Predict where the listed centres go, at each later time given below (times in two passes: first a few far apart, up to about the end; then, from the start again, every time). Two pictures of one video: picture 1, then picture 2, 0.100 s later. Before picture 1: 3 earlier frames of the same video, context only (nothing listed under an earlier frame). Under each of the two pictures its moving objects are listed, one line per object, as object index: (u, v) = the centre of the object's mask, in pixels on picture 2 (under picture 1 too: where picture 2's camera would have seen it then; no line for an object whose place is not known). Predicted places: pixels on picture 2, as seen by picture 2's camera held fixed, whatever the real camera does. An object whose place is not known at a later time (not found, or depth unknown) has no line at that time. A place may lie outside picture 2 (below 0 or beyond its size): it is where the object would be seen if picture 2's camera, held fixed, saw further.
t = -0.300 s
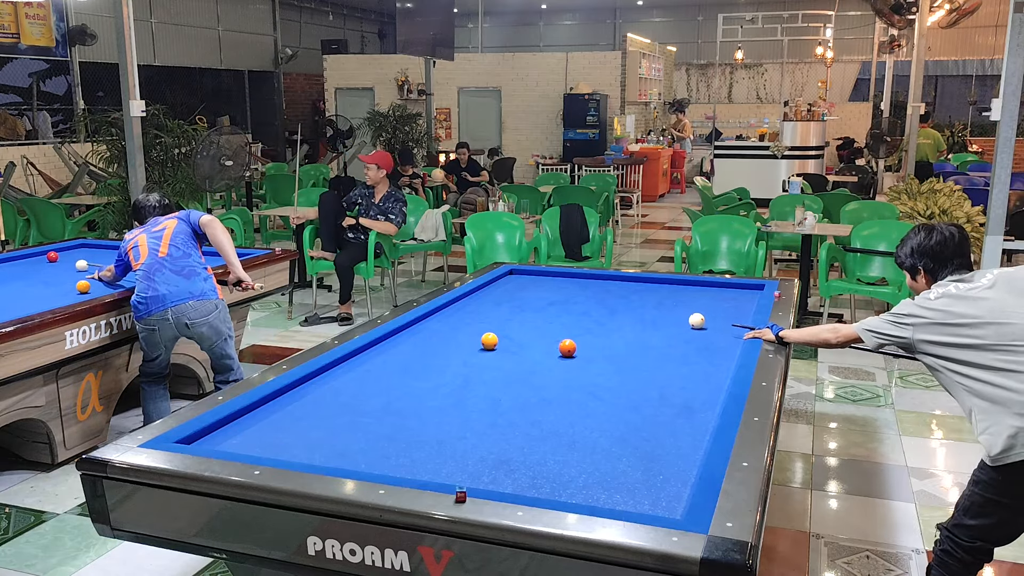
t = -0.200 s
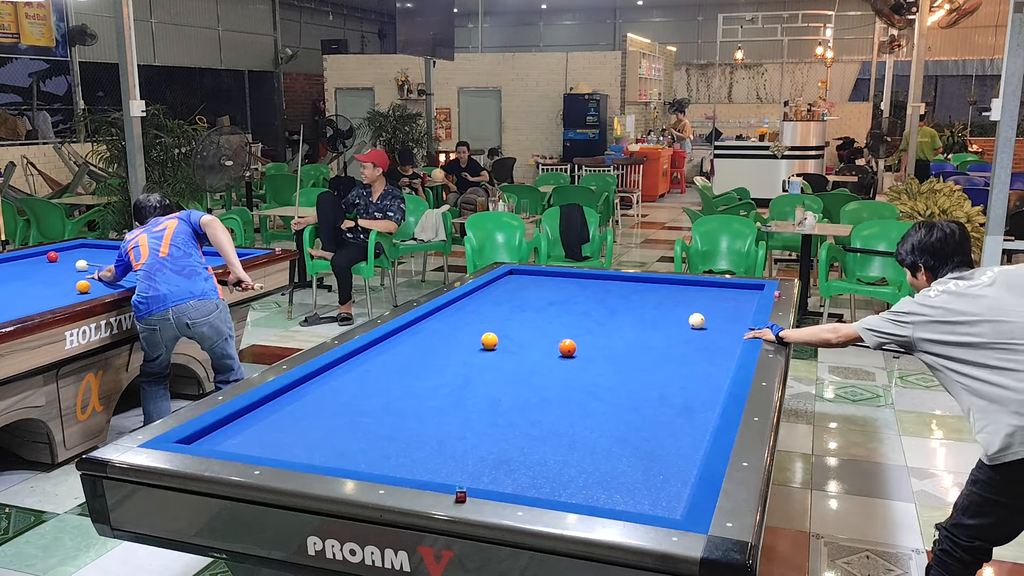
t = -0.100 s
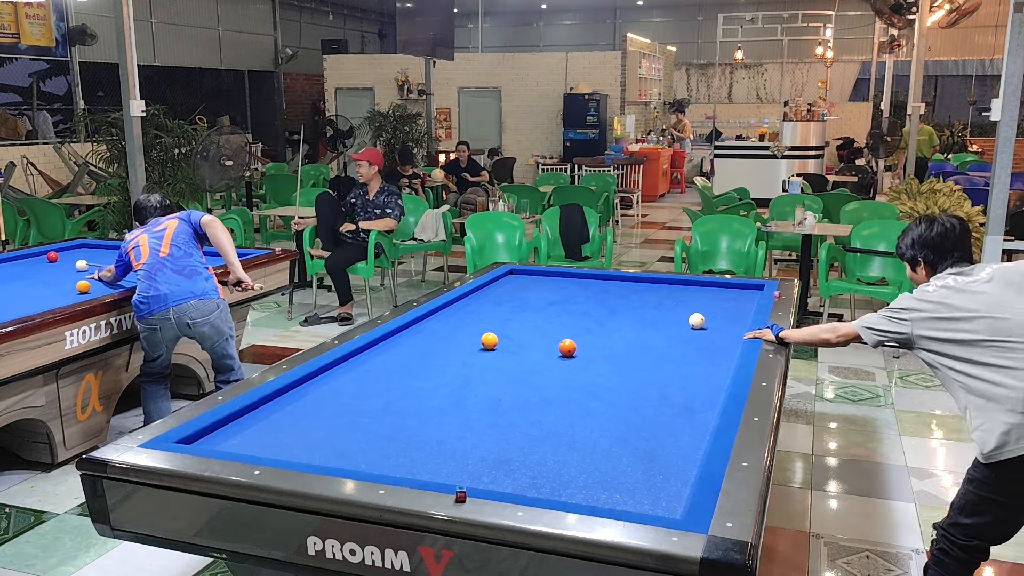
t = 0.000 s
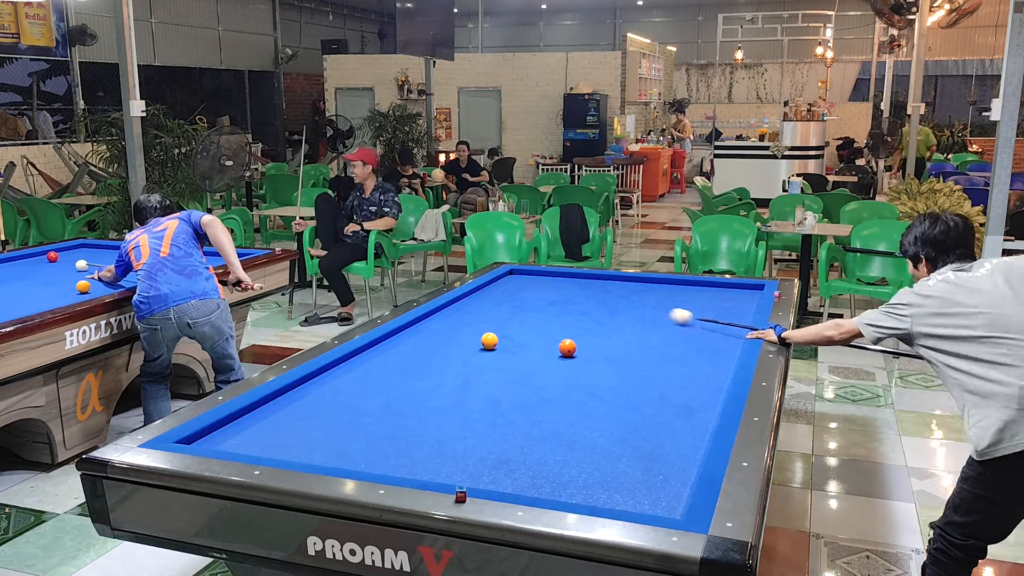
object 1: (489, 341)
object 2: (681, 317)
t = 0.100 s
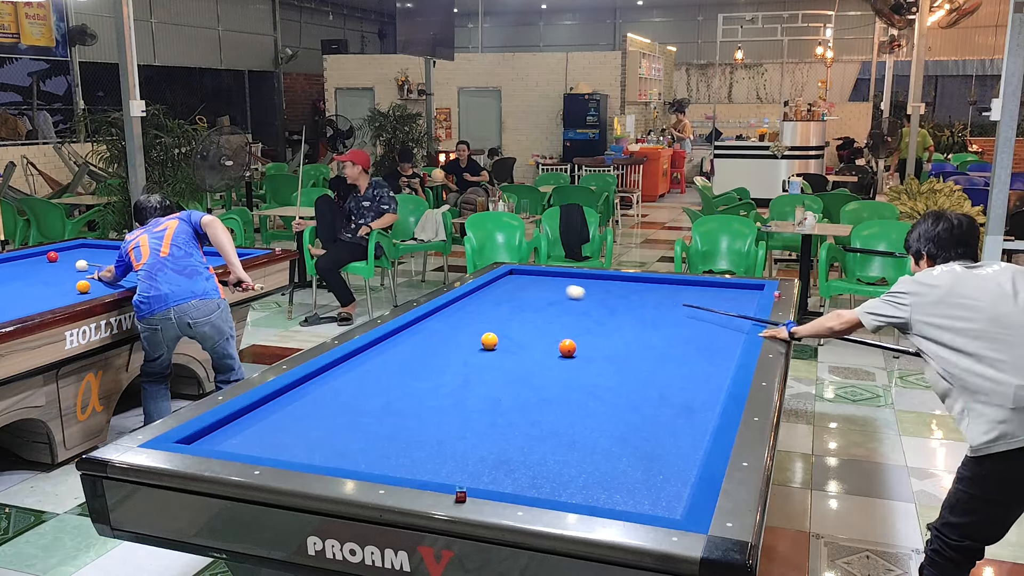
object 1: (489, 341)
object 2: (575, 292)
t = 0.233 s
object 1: (489, 341)
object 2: (538, 273)
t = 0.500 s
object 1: (489, 341)
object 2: (700, 298)
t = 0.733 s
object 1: (489, 341)
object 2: (668, 318)
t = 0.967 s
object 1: (489, 341)
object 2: (548, 334)
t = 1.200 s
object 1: (415, 345)
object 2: (501, 349)
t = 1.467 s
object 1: (392, 357)
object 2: (467, 368)
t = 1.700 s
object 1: (419, 369)
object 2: (429, 387)
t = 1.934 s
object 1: (449, 384)
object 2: (385, 408)
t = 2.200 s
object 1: (487, 403)
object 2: (327, 437)
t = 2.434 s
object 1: (524, 421)
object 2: (281, 450)
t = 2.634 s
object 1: (559, 437)
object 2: (275, 435)
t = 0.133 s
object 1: (489, 341)
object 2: (546, 286)
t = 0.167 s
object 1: (489, 341)
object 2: (519, 280)
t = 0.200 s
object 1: (489, 341)
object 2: (510, 275)
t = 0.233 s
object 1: (489, 341)
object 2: (538, 273)
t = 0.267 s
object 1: (489, 341)
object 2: (565, 273)
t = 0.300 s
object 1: (489, 341)
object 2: (583, 276)
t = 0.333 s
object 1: (489, 341)
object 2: (602, 280)
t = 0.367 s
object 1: (489, 341)
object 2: (620, 284)
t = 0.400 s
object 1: (489, 341)
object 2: (640, 287)
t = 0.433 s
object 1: (489, 341)
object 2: (659, 291)
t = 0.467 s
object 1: (489, 341)
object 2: (679, 295)
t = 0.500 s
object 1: (489, 341)
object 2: (700, 298)
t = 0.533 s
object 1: (489, 341)
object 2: (721, 302)
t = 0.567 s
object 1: (489, 341)
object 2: (742, 306)
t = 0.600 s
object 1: (489, 341)
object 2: (743, 309)
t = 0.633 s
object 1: (489, 341)
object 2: (724, 311)
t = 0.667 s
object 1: (489, 341)
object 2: (706, 313)
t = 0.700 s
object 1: (489, 341)
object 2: (687, 315)
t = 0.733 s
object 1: (489, 341)
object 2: (668, 318)
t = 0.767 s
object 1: (489, 341)
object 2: (650, 320)
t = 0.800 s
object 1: (489, 341)
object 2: (633, 322)
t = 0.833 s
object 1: (489, 341)
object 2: (615, 324)
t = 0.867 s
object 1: (489, 341)
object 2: (598, 327)
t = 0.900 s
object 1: (489, 341)
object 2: (581, 329)
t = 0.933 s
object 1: (489, 341)
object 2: (565, 331)
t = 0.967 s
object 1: (489, 341)
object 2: (548, 334)
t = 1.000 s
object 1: (489, 341)
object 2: (531, 336)
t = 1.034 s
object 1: (489, 341)
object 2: (514, 339)
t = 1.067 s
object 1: (480, 341)
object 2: (506, 342)
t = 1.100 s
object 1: (463, 342)
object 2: (506, 344)
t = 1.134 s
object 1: (446, 343)
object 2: (505, 345)
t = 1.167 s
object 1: (430, 344)
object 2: (503, 347)
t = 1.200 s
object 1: (415, 345)
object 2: (501, 349)
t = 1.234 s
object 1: (400, 346)
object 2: (499, 352)
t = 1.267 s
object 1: (385, 346)
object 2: (495, 354)
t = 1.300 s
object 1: (371, 347)
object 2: (491, 356)
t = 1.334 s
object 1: (372, 349)
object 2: (486, 358)
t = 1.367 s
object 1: (378, 351)
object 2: (481, 361)
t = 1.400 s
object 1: (383, 353)
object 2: (477, 363)
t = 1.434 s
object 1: (388, 355)
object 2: (472, 366)
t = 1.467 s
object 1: (392, 357)
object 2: (467, 368)
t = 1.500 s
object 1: (396, 358)
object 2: (461, 371)
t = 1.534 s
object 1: (400, 360)
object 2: (456, 373)
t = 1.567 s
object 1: (403, 362)
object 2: (451, 376)
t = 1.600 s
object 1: (407, 364)
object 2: (445, 379)
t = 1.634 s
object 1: (412, 366)
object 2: (440, 381)
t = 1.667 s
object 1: (415, 368)
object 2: (434, 384)
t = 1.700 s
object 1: (419, 369)
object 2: (429, 387)
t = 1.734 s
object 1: (424, 371)
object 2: (422, 390)
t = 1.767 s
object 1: (428, 374)
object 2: (416, 393)
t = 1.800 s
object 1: (432, 376)
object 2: (410, 396)
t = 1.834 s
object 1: (436, 378)
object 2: (404, 399)
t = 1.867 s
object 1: (441, 380)
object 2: (398, 402)
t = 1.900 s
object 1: (445, 382)
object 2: (391, 405)
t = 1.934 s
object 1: (449, 384)
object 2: (385, 408)
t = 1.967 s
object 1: (454, 387)
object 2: (378, 412)
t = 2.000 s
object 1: (459, 389)
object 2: (371, 415)
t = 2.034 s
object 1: (463, 391)
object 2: (364, 418)
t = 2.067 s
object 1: (468, 393)
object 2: (357, 422)
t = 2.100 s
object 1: (473, 396)
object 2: (349, 426)
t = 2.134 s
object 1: (477, 398)
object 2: (342, 429)
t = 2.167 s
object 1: (482, 400)
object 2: (334, 433)
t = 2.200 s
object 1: (487, 403)
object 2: (327, 437)
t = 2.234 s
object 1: (492, 405)
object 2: (319, 440)
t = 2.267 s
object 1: (497, 408)
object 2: (311, 444)
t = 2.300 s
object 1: (503, 410)
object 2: (303, 448)
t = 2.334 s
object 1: (508, 413)
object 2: (294, 450)
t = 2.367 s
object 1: (513, 415)
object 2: (286, 452)
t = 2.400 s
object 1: (518, 418)
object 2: (282, 452)
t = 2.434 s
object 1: (524, 421)
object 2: (281, 450)
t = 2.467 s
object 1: (530, 423)
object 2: (281, 447)
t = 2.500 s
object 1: (535, 426)
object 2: (280, 445)
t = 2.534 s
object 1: (541, 429)
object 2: (279, 442)
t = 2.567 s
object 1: (547, 431)
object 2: (277, 440)
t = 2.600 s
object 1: (553, 434)
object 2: (276, 438)
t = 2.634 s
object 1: (559, 437)
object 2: (275, 435)
